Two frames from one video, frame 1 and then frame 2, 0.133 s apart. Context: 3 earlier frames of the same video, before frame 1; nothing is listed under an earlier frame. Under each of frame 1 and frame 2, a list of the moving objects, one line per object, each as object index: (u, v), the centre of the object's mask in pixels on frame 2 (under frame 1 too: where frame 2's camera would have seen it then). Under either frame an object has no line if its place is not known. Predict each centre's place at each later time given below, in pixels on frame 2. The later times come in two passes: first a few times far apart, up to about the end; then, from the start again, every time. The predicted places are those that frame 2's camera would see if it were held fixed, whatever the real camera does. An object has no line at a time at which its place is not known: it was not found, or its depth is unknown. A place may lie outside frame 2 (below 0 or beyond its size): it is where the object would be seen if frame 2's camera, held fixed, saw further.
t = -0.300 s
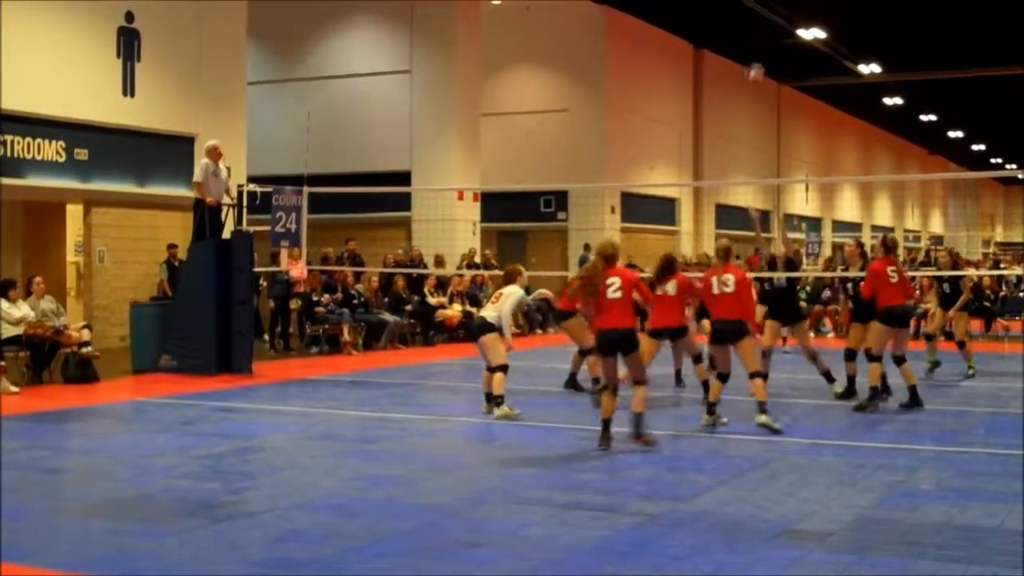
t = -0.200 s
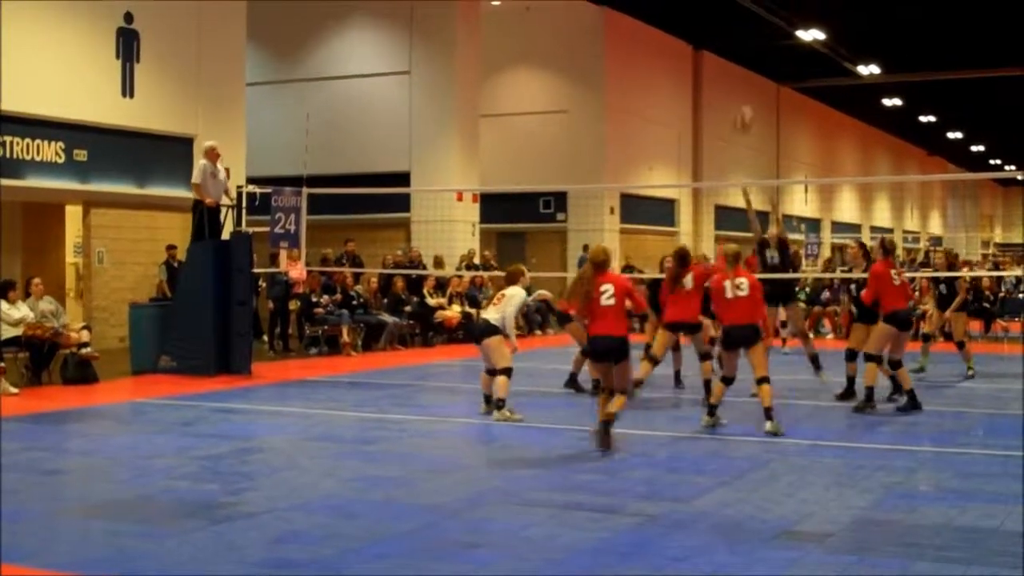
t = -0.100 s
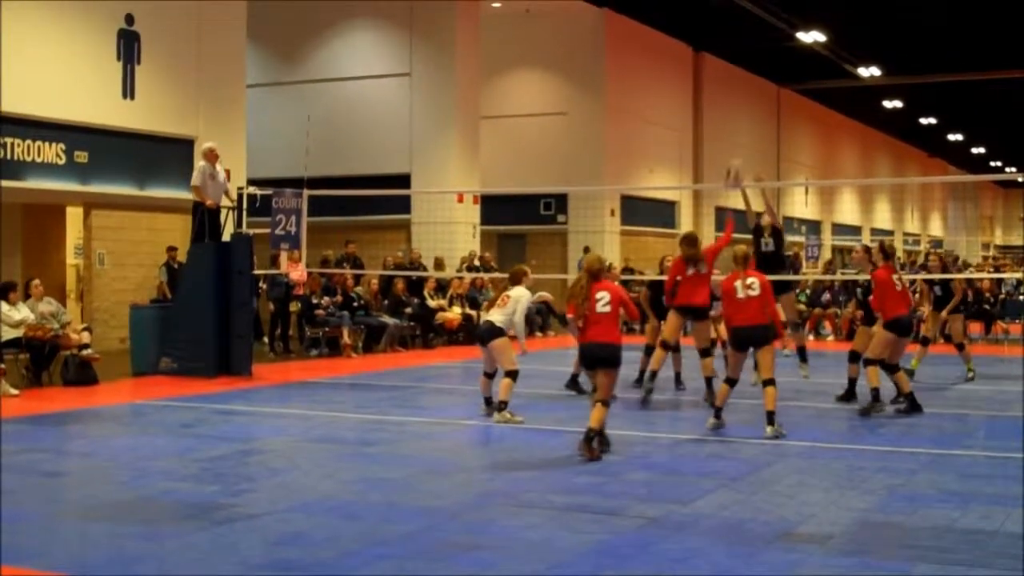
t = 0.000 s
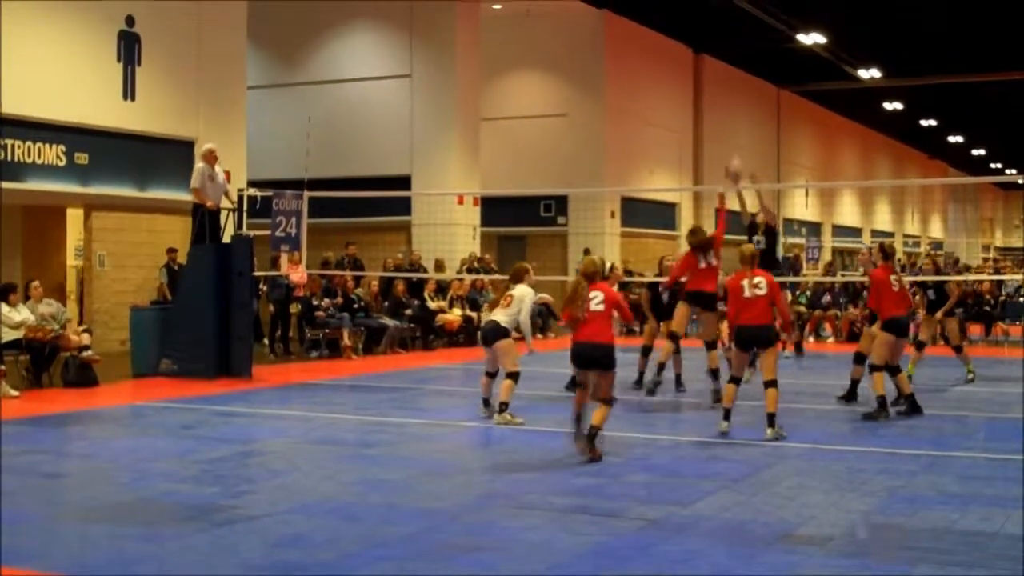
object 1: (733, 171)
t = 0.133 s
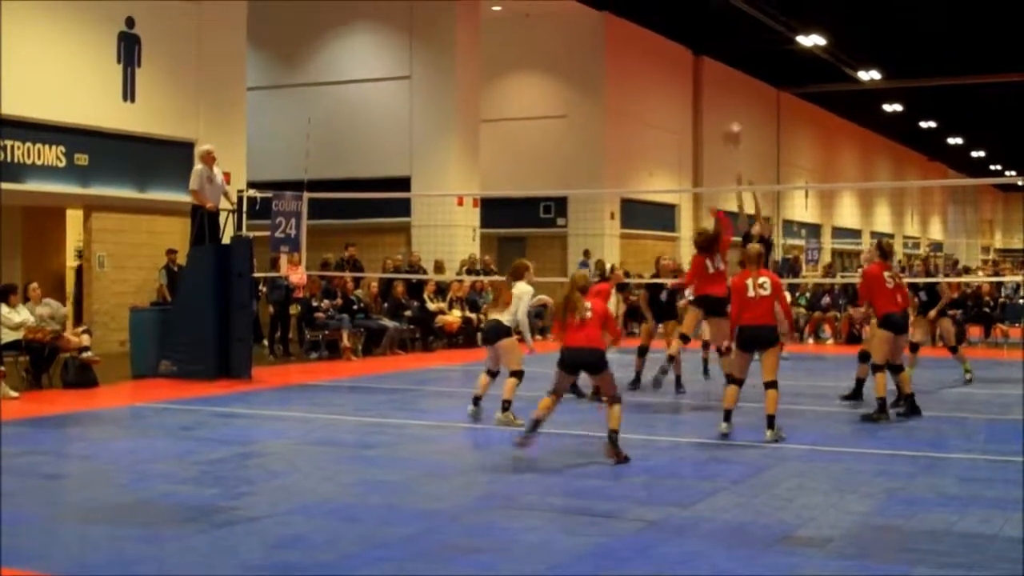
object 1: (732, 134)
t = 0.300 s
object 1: (732, 109)
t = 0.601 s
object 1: (730, 126)
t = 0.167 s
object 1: (732, 126)
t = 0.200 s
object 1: (733, 119)
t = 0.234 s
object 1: (733, 115)
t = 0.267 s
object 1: (732, 111)
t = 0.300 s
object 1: (732, 109)
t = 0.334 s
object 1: (731, 107)
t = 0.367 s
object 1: (732, 106)
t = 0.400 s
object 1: (732, 106)
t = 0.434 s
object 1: (732, 106)
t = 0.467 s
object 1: (732, 108)
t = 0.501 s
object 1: (731, 111)
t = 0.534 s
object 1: (731, 115)
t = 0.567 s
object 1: (731, 119)
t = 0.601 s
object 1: (730, 126)
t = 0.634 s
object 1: (731, 132)
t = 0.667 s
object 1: (730, 141)
